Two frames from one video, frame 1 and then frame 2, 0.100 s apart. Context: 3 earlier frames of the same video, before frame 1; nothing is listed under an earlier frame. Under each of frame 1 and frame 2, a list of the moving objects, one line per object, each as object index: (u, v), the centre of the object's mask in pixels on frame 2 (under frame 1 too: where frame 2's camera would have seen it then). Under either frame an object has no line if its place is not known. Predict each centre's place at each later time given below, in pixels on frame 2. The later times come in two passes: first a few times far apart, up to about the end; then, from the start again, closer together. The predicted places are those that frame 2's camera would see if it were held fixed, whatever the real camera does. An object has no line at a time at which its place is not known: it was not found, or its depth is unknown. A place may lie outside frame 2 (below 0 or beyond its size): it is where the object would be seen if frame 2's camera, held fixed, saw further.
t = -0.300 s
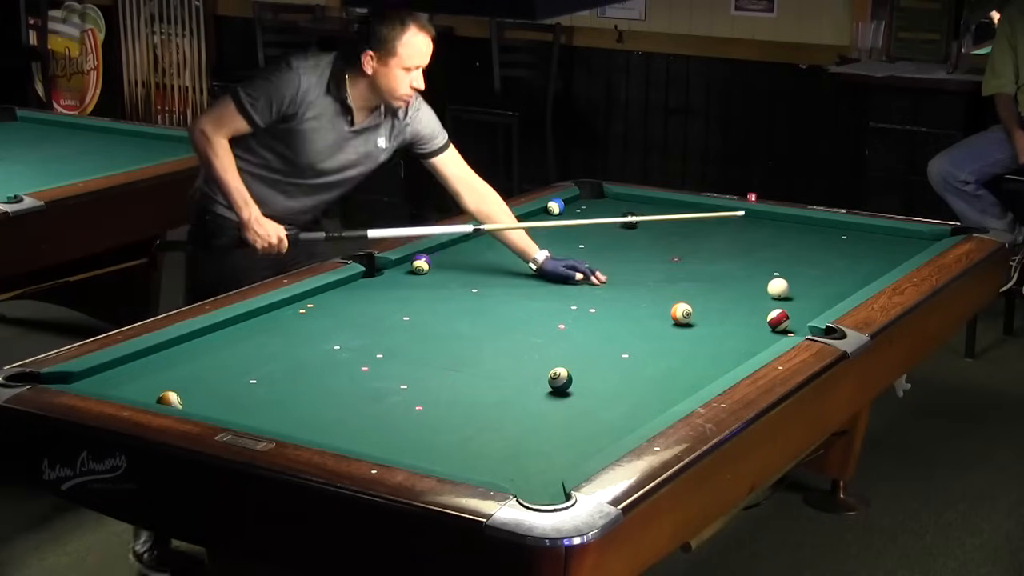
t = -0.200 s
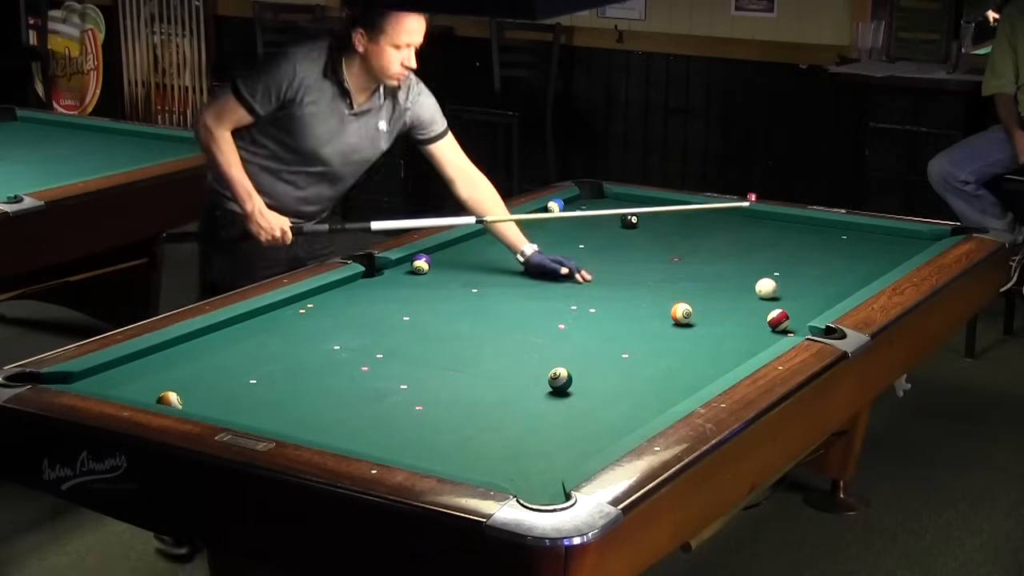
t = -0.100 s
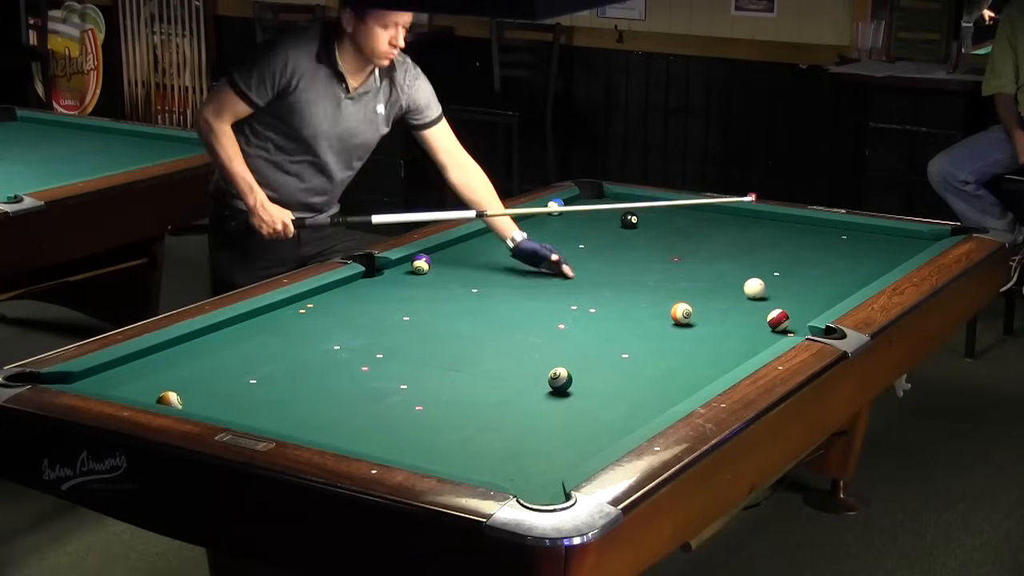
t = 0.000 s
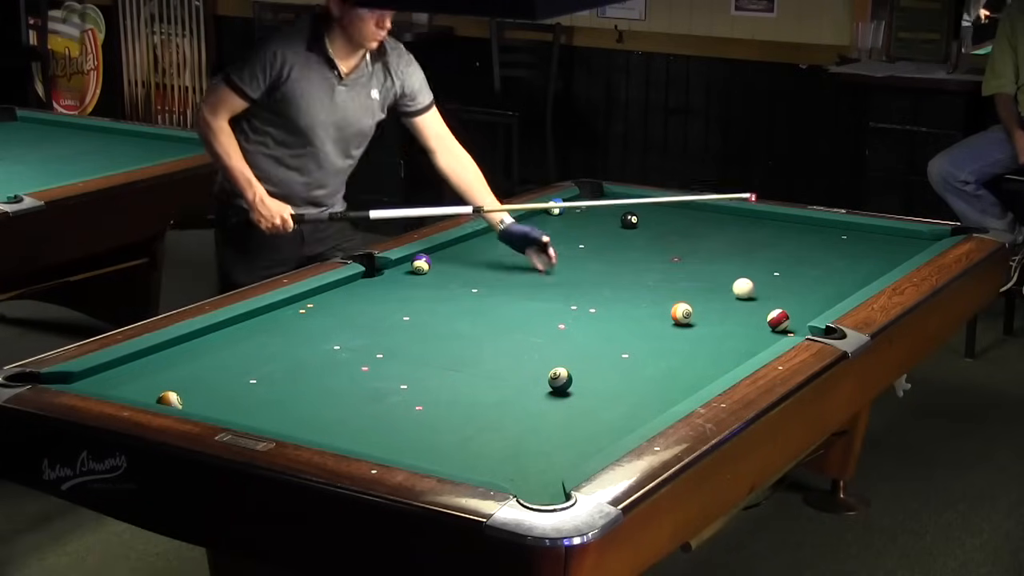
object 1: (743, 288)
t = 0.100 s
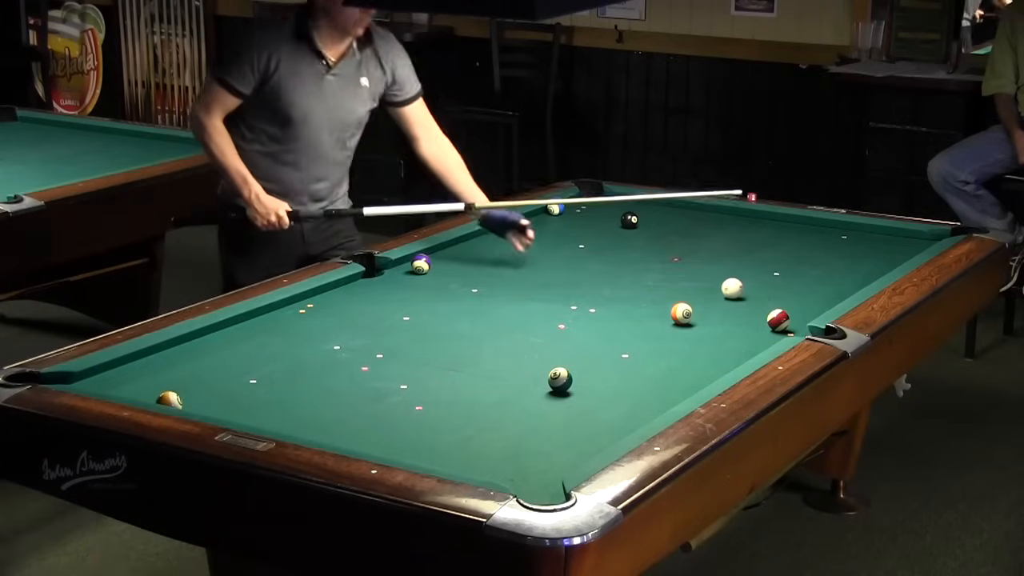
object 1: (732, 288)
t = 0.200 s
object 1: (721, 288)
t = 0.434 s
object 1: (698, 288)
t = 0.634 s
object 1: (679, 289)
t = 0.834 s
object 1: (662, 289)
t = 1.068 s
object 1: (644, 289)
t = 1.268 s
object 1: (629, 289)
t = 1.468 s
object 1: (616, 289)
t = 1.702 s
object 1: (603, 290)
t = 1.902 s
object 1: (593, 290)
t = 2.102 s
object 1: (585, 290)
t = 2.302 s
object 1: (578, 290)
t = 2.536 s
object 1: (570, 290)
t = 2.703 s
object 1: (567, 290)
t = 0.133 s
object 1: (729, 288)
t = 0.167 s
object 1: (725, 288)
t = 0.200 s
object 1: (721, 288)
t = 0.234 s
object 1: (718, 288)
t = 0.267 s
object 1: (714, 288)
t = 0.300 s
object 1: (711, 289)
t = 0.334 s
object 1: (708, 288)
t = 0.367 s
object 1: (704, 289)
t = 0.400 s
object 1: (701, 289)
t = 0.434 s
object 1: (698, 288)
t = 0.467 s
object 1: (695, 289)
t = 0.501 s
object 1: (692, 288)
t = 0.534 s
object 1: (689, 288)
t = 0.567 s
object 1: (685, 289)
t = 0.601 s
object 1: (682, 288)
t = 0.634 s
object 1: (679, 289)
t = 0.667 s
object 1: (676, 289)
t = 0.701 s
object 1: (673, 289)
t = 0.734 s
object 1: (671, 289)
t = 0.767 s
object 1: (668, 289)
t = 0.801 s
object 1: (665, 289)
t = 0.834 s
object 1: (662, 289)
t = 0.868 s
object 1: (659, 289)
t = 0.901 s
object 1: (657, 289)
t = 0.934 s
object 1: (654, 289)
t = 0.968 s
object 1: (651, 289)
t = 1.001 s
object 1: (649, 289)
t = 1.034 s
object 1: (646, 289)
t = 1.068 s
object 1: (644, 289)
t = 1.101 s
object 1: (642, 289)
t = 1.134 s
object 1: (639, 289)
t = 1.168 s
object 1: (636, 289)
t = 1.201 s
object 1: (634, 289)
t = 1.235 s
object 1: (632, 289)
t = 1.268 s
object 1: (629, 289)
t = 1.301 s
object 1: (627, 289)
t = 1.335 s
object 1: (625, 289)
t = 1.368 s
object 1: (623, 289)
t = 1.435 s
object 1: (618, 289)
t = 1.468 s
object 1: (616, 289)
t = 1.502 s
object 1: (614, 289)
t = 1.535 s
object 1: (612, 289)
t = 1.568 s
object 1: (610, 290)
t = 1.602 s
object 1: (609, 290)
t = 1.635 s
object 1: (607, 290)
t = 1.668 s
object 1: (605, 290)
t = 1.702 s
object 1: (603, 290)
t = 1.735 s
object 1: (601, 290)
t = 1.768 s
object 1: (600, 290)
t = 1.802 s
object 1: (598, 290)
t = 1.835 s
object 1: (596, 290)
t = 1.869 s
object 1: (595, 290)
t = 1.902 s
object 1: (593, 290)
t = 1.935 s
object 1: (592, 290)
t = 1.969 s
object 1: (590, 290)
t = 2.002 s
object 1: (589, 290)
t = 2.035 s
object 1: (587, 290)
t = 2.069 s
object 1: (586, 290)
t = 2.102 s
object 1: (585, 290)
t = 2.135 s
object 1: (583, 290)
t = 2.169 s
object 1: (582, 290)
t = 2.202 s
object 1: (581, 290)
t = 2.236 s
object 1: (580, 290)
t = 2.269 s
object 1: (578, 290)
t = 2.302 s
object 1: (578, 290)
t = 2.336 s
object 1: (576, 290)
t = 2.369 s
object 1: (575, 290)
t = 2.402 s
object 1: (574, 290)
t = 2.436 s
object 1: (573, 290)
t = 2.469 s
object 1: (572, 290)
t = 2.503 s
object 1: (571, 290)
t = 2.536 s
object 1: (570, 290)
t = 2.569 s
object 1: (570, 290)
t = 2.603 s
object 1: (569, 290)
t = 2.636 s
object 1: (568, 290)
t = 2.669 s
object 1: (567, 290)
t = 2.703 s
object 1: (567, 290)
